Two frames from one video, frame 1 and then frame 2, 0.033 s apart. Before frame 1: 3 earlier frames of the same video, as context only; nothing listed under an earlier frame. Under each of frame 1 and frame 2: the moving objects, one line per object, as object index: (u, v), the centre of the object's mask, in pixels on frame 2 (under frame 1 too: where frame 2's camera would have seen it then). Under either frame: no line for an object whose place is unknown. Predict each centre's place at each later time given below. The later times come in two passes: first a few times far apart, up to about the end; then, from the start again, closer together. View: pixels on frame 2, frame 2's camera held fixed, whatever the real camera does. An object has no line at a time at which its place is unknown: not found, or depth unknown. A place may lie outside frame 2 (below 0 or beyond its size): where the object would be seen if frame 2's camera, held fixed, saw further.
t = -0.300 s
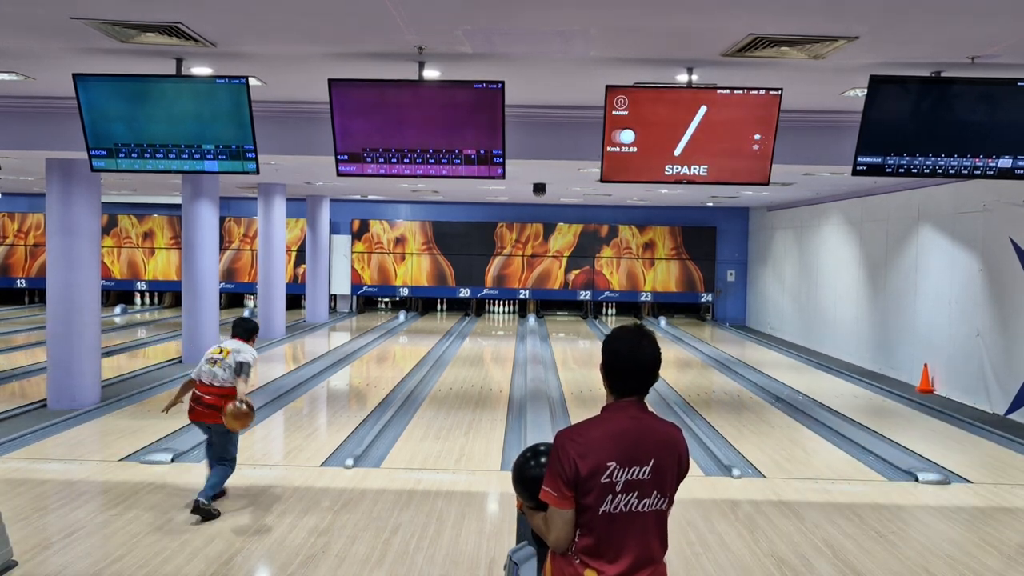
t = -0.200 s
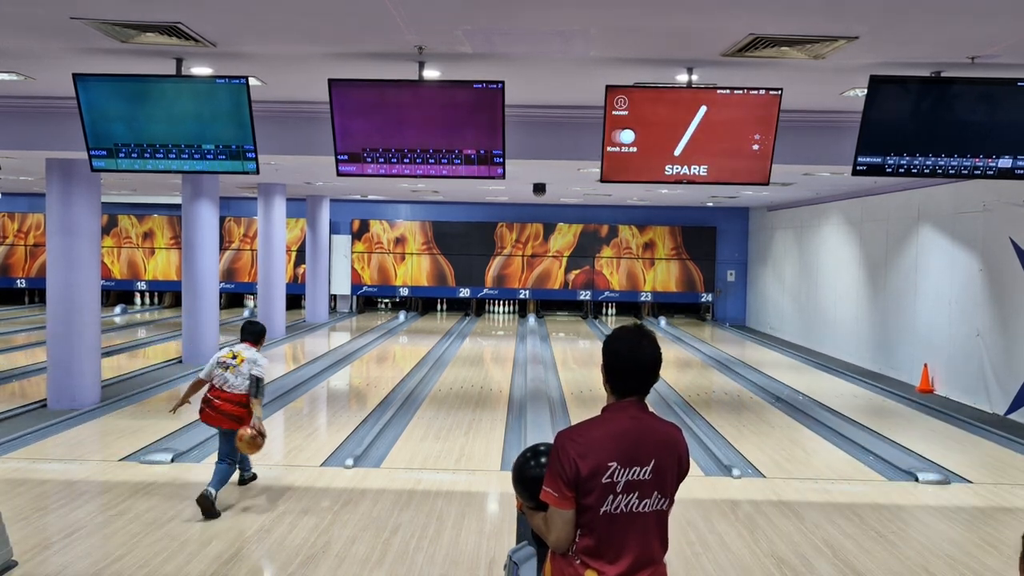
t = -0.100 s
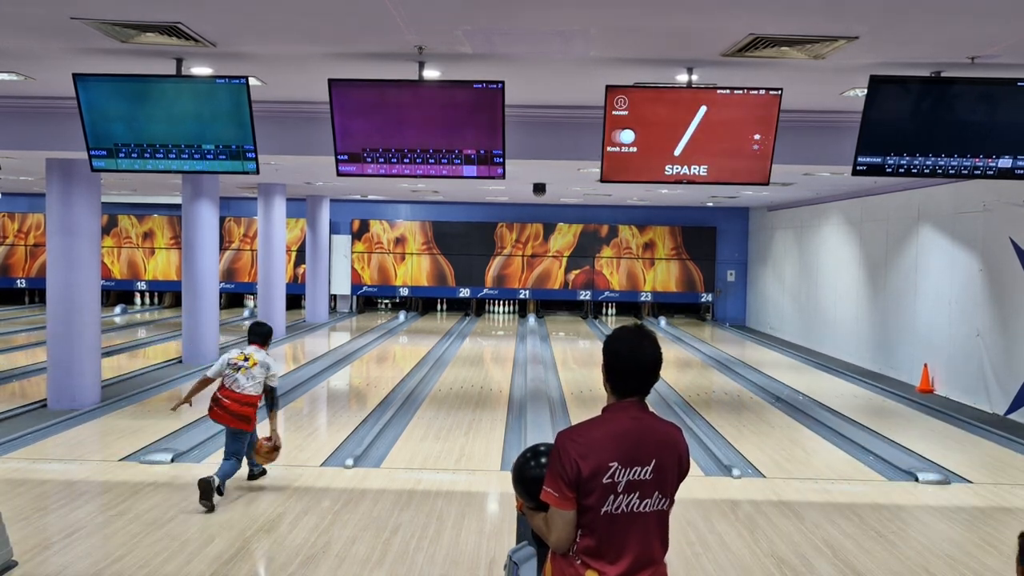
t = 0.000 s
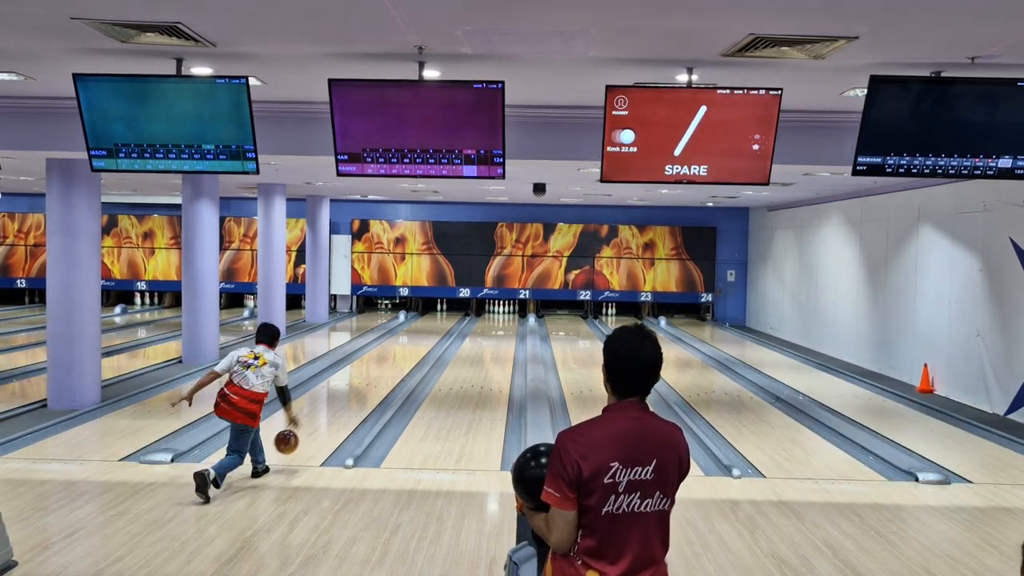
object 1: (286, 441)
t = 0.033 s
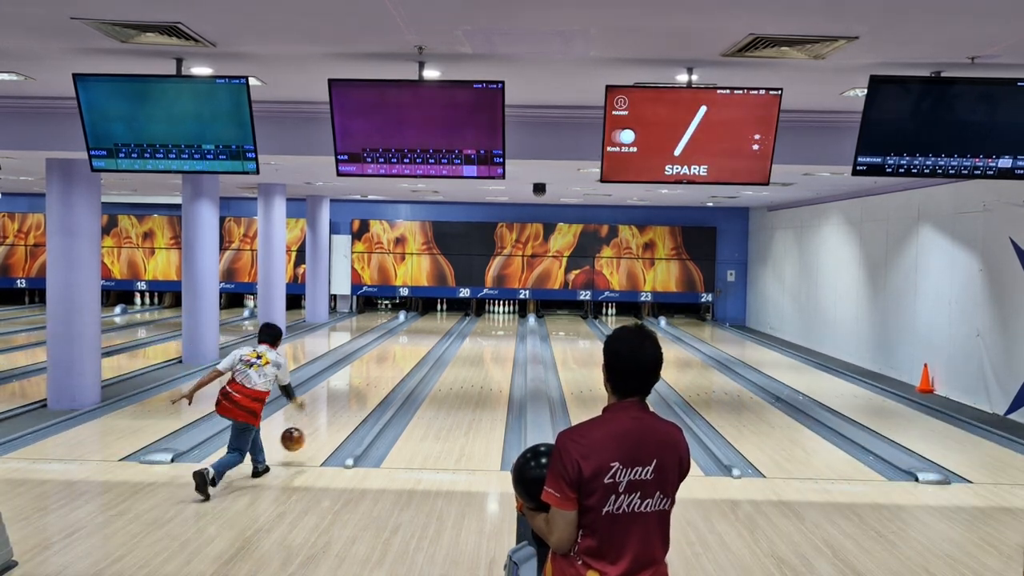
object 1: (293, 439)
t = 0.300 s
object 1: (331, 415)
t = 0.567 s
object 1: (358, 389)
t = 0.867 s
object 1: (380, 369)
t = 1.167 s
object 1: (396, 353)
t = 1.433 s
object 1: (407, 343)
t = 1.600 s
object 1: (413, 338)
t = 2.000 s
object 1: (425, 326)
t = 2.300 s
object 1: (432, 320)
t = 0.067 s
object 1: (298, 437)
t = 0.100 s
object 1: (304, 438)
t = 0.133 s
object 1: (309, 435)
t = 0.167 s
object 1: (314, 430)
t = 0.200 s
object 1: (318, 426)
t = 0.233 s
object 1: (322, 422)
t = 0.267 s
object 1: (327, 418)
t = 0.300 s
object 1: (331, 415)
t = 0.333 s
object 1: (335, 411)
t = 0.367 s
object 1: (339, 407)
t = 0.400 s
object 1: (342, 404)
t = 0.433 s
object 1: (346, 401)
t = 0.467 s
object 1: (349, 398)
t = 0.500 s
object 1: (352, 395)
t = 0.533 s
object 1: (355, 392)
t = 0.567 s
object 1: (358, 389)
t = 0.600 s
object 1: (361, 387)
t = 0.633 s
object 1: (364, 384)
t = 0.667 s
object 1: (366, 381)
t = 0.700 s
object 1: (369, 379)
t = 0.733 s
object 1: (371, 377)
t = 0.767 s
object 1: (374, 375)
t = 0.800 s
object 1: (376, 373)
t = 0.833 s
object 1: (378, 371)
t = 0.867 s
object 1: (380, 369)
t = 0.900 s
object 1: (383, 367)
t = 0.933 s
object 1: (384, 365)
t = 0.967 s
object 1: (386, 363)
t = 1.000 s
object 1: (388, 361)
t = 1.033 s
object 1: (390, 359)
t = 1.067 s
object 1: (392, 358)
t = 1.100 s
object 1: (393, 356)
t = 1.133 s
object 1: (395, 355)
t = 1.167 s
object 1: (396, 353)
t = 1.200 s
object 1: (398, 352)
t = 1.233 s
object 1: (400, 350)
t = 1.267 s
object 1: (401, 349)
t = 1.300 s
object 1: (402, 348)
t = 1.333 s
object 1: (404, 346)
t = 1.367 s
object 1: (405, 345)
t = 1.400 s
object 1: (406, 344)
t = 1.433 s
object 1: (407, 343)
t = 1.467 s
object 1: (409, 341)
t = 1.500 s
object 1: (410, 340)
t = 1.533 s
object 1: (411, 340)
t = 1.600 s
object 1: (413, 338)
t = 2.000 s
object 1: (425, 326)
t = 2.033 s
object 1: (425, 326)
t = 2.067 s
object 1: (426, 325)
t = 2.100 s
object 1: (427, 324)
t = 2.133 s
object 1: (428, 324)
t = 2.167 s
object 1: (428, 323)
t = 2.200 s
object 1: (429, 322)
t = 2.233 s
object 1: (430, 322)
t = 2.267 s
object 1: (431, 321)
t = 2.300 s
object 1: (432, 320)
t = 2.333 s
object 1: (432, 319)
